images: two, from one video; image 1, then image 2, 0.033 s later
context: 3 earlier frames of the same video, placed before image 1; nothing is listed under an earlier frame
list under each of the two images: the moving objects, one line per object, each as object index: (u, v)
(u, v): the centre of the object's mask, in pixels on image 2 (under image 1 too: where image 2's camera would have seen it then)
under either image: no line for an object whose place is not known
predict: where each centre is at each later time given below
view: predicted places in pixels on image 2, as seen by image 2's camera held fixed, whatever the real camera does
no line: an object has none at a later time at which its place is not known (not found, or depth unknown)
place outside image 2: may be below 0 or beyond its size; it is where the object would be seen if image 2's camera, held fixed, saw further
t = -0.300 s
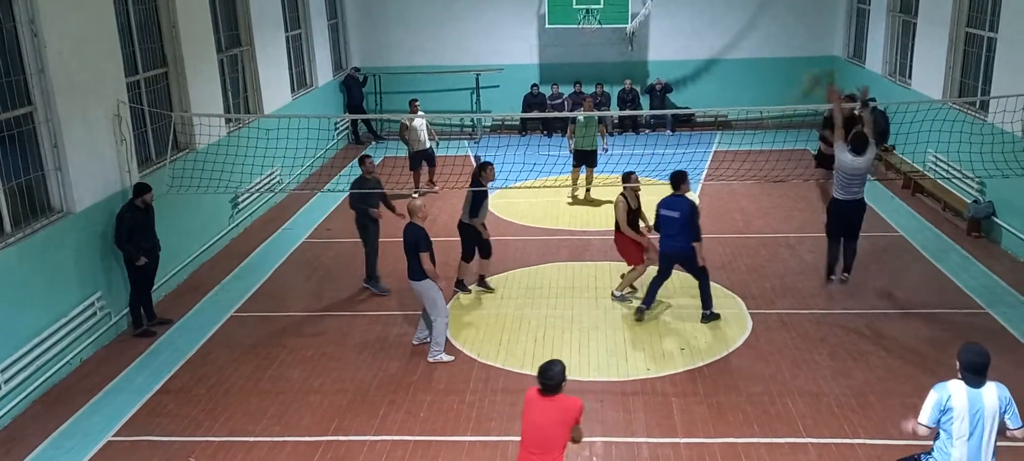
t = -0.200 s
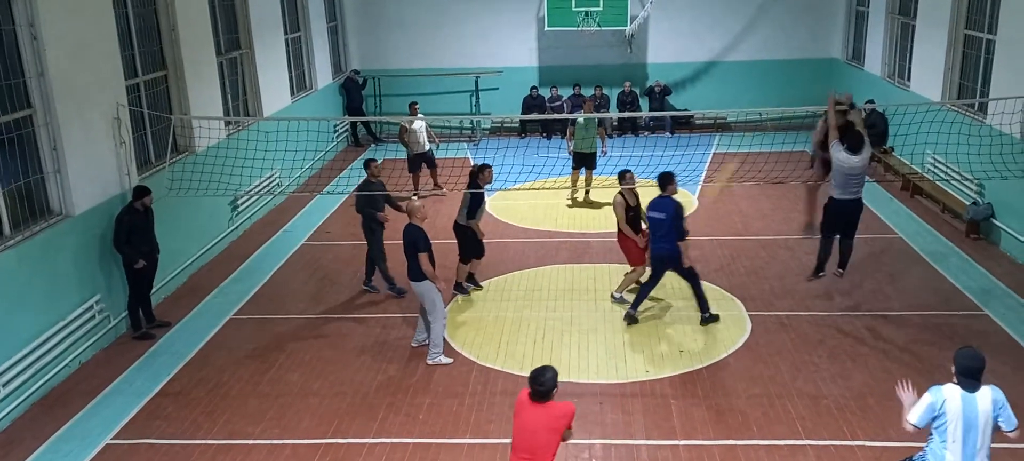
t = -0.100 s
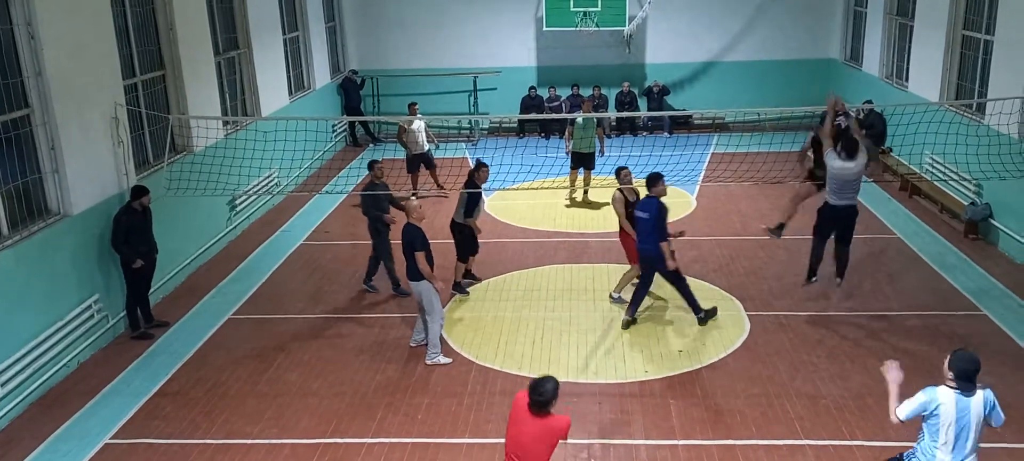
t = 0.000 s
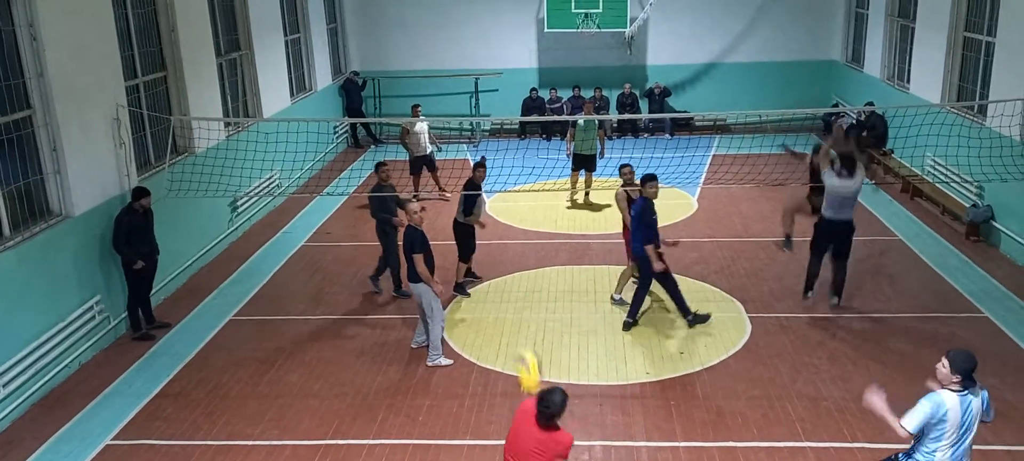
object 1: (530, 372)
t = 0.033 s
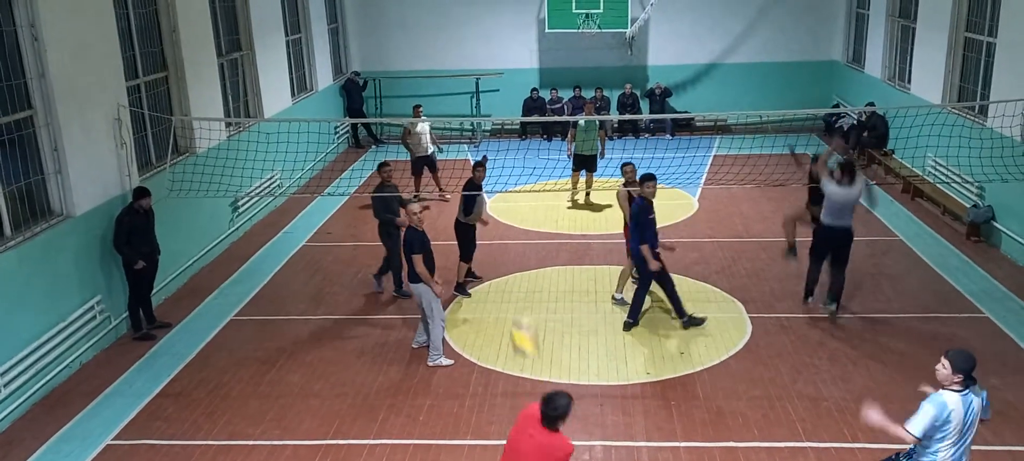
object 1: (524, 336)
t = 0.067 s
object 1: (519, 302)
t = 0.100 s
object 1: (513, 274)
